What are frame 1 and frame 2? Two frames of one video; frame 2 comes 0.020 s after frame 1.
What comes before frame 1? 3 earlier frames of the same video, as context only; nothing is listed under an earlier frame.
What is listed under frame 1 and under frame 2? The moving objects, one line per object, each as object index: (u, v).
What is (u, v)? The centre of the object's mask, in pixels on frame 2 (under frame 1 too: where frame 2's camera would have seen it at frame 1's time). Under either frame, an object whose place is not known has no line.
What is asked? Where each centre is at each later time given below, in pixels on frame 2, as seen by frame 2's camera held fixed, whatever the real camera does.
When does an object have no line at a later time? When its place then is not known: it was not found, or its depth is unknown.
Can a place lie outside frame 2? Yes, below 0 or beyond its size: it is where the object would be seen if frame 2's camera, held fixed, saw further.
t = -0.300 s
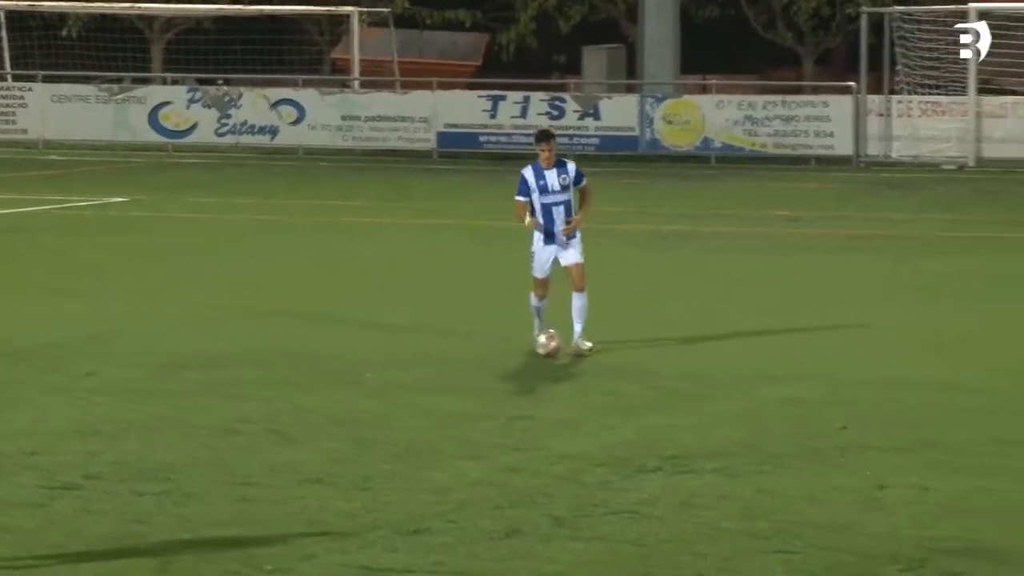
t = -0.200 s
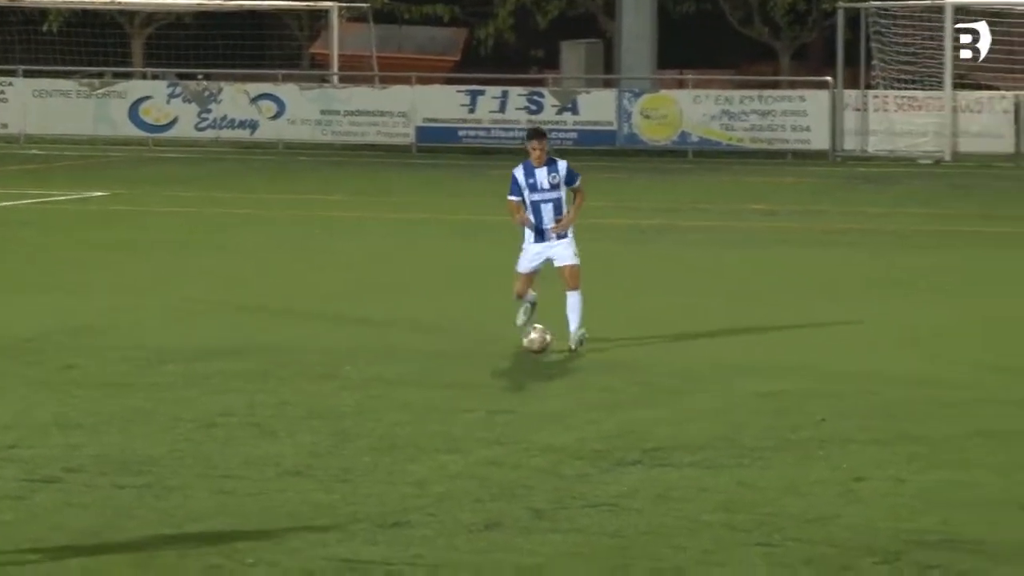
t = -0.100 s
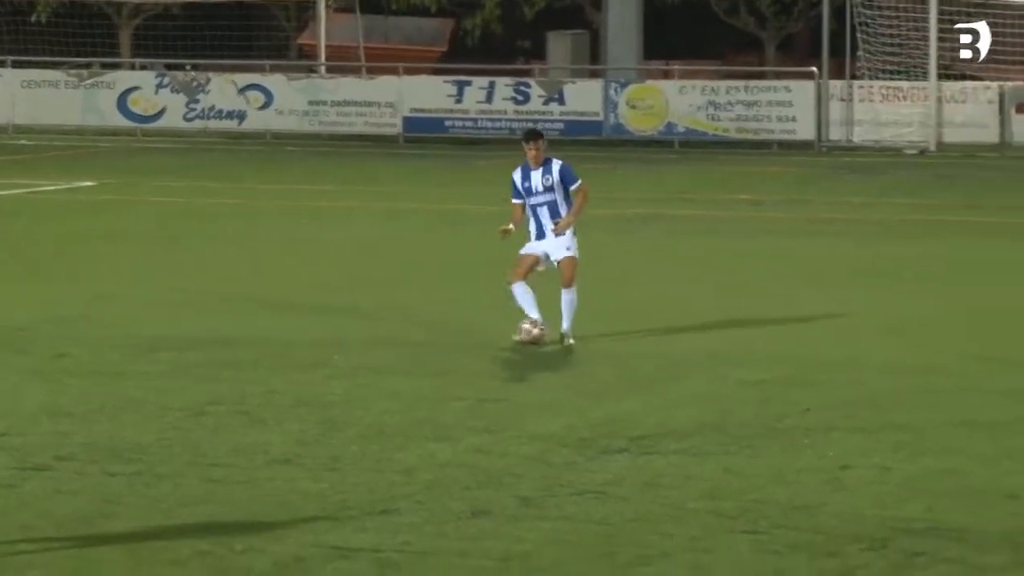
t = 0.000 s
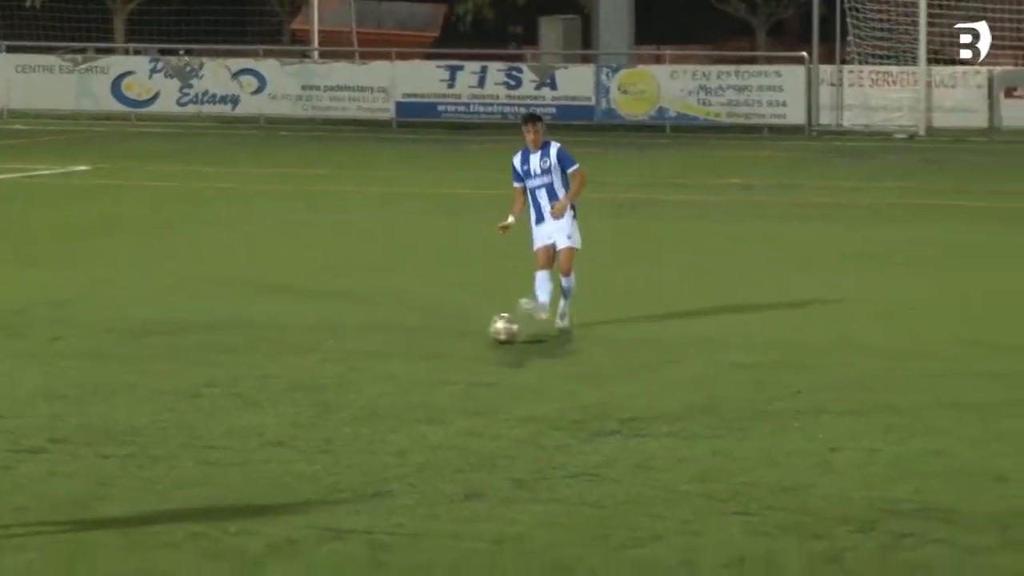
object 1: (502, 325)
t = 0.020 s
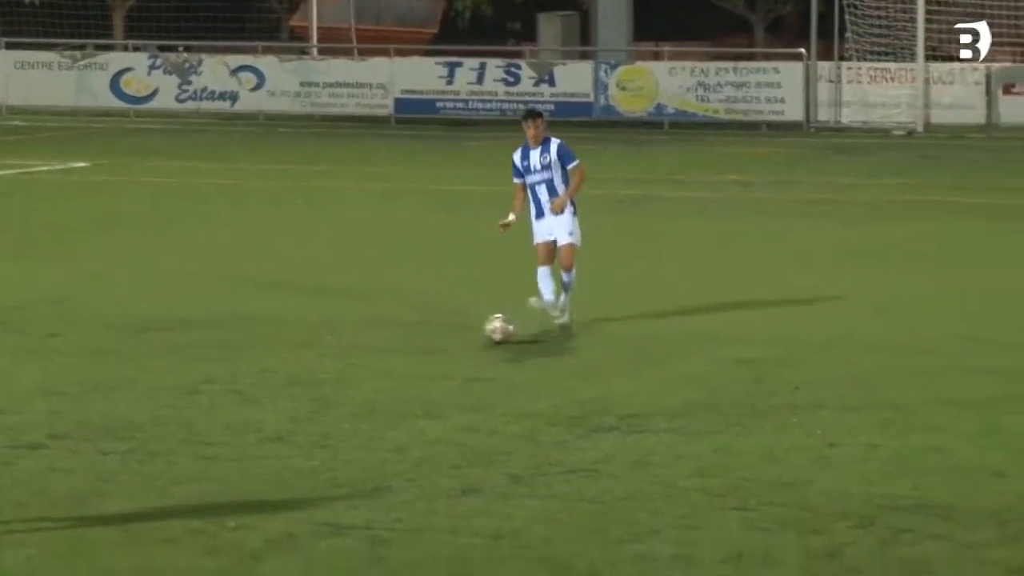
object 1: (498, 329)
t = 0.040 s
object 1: (494, 334)
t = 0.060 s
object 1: (489, 339)
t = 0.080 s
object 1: (485, 343)
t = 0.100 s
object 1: (479, 346)
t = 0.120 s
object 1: (475, 349)
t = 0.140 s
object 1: (470, 352)
